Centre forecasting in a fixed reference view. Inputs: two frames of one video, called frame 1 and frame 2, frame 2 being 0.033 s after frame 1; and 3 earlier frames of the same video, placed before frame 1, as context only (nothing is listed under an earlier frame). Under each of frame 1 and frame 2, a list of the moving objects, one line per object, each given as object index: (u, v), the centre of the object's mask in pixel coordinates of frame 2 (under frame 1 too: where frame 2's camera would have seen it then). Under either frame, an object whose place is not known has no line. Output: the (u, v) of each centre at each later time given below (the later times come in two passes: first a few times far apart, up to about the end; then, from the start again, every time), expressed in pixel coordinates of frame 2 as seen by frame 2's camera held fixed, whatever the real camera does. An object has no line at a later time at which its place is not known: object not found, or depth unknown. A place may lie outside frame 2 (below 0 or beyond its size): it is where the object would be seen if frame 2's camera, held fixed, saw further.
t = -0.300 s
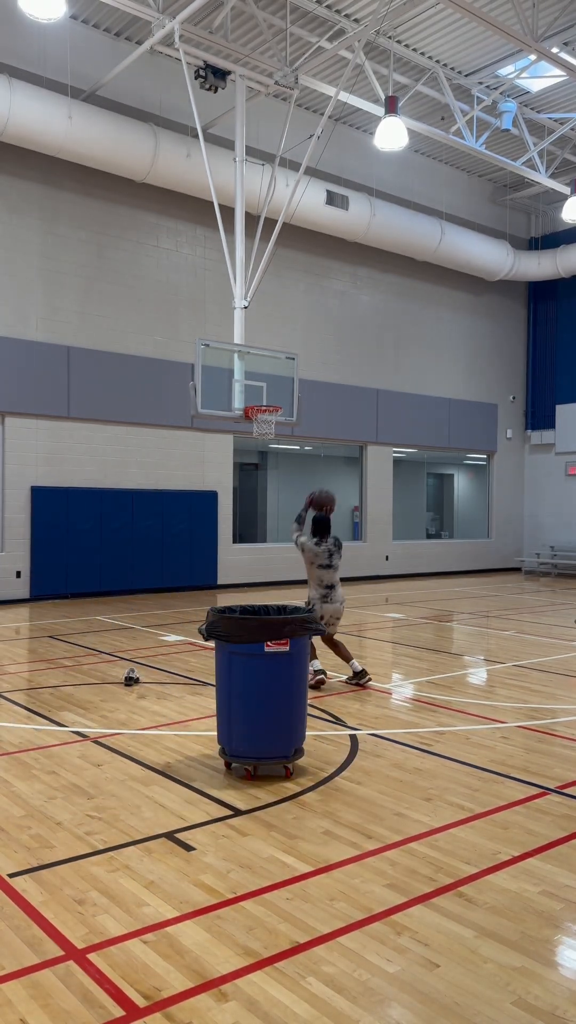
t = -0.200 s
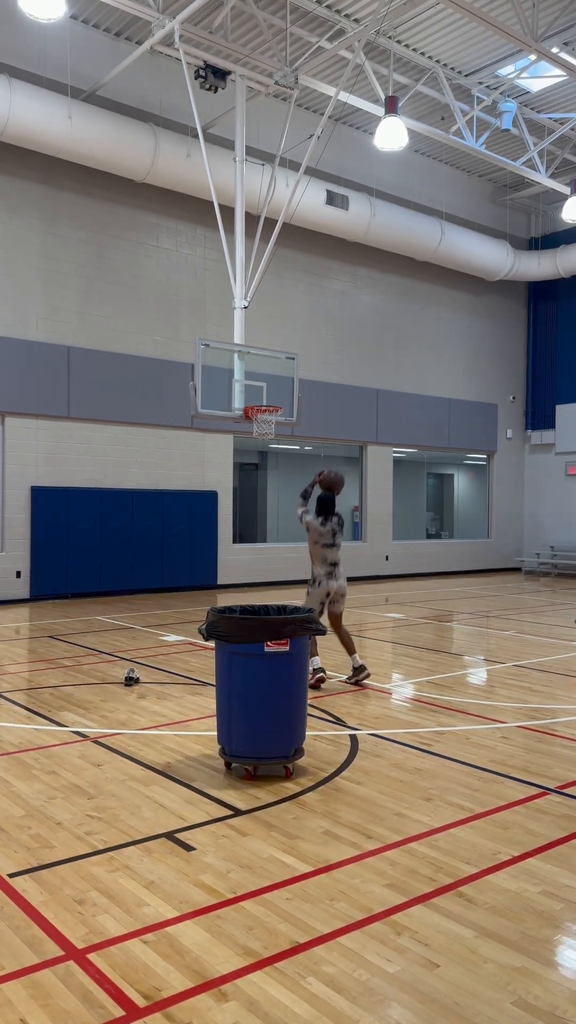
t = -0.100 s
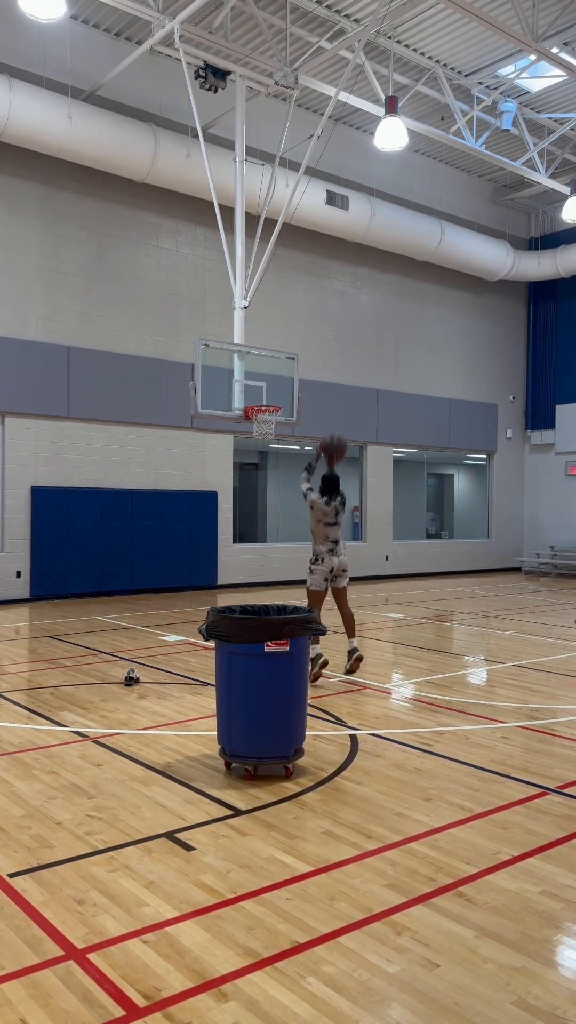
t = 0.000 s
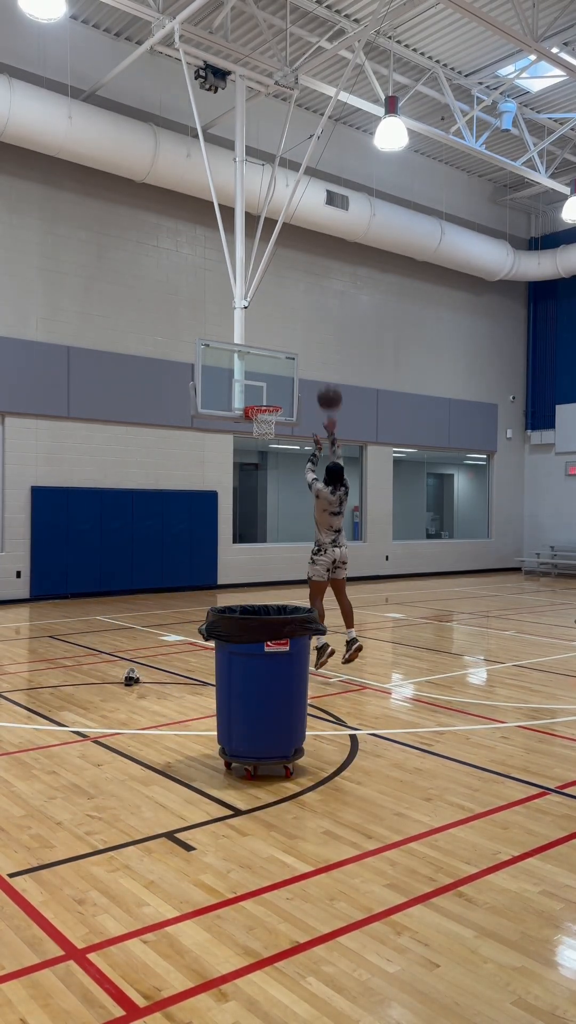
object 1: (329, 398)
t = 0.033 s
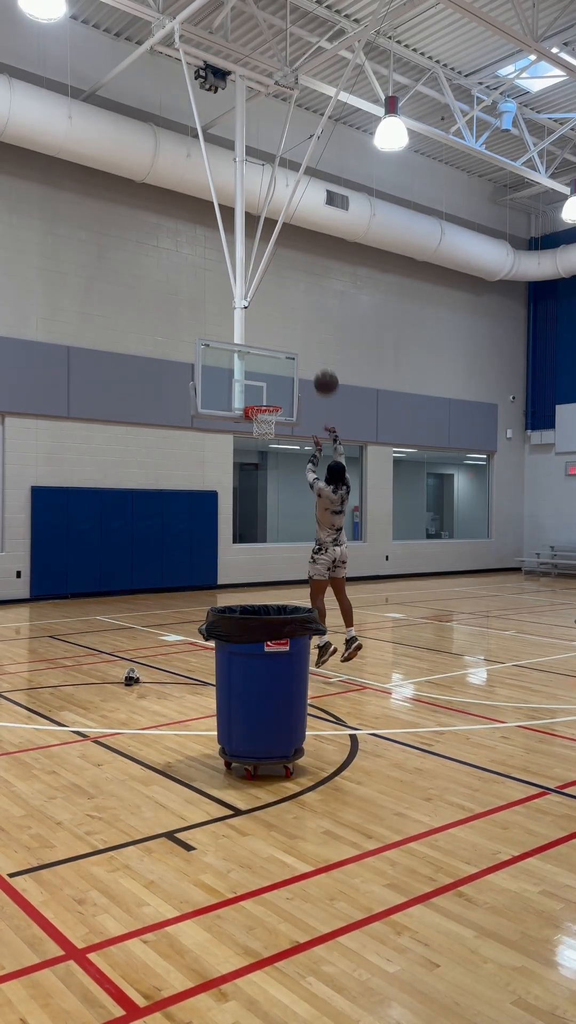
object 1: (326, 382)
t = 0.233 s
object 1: (308, 323)
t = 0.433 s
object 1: (293, 308)
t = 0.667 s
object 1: (279, 331)
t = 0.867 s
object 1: (268, 376)
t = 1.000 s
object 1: (265, 416)
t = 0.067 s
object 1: (323, 368)
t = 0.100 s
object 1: (319, 357)
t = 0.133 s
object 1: (316, 346)
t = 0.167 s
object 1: (313, 337)
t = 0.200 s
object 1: (310, 330)
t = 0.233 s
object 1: (308, 323)
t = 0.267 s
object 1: (305, 318)
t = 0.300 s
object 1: (302, 314)
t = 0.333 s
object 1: (300, 311)
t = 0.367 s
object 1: (298, 309)
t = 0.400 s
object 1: (295, 308)
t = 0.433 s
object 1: (293, 308)
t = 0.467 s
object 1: (291, 309)
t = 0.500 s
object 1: (289, 310)
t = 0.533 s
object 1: (287, 313)
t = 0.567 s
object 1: (285, 316)
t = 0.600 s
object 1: (283, 320)
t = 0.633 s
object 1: (281, 325)
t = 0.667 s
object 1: (279, 331)
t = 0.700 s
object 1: (277, 337)
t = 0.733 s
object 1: (275, 343)
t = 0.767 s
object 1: (273, 351)
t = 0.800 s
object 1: (272, 359)
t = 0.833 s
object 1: (270, 368)
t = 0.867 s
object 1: (268, 376)
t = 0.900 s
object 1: (266, 386)
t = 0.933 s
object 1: (265, 396)
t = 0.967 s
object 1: (265, 405)
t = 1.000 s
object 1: (265, 416)
